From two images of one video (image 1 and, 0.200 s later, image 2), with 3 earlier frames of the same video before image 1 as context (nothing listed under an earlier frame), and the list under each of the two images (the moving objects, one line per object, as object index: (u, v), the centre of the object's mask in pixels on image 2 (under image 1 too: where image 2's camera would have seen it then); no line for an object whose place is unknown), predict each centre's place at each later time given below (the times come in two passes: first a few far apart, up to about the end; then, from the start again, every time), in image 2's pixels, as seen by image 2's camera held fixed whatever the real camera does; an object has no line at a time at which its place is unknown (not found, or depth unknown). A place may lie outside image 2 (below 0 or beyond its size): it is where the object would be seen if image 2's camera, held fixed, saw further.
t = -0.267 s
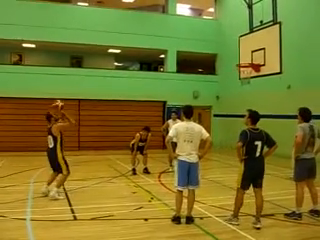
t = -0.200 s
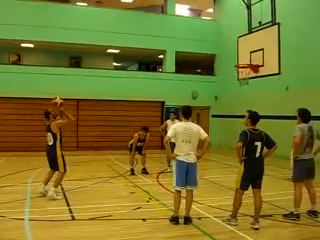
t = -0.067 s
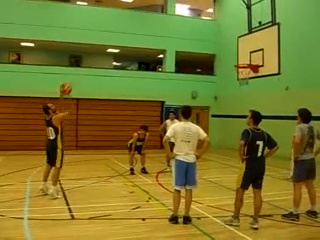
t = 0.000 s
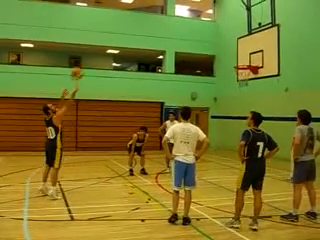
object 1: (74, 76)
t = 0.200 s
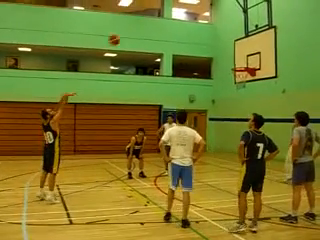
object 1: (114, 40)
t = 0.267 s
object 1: (126, 32)
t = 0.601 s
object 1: (180, 25)
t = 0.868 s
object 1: (217, 51)
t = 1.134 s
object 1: (221, 55)
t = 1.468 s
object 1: (207, 65)
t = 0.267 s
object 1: (126, 32)
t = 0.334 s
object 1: (137, 27)
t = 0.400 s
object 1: (149, 23)
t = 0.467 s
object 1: (159, 22)
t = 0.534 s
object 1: (170, 23)
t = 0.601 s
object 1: (180, 25)
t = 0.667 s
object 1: (190, 29)
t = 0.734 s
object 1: (200, 35)
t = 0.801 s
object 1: (209, 42)
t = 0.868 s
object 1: (217, 51)
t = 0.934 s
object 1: (226, 61)
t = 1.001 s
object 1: (227, 61)
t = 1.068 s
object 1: (224, 57)
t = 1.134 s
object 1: (221, 55)
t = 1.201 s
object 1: (218, 54)
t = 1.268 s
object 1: (215, 55)
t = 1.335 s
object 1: (212, 58)
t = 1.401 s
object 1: (209, 61)
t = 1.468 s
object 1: (207, 65)
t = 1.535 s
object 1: (202, 74)
